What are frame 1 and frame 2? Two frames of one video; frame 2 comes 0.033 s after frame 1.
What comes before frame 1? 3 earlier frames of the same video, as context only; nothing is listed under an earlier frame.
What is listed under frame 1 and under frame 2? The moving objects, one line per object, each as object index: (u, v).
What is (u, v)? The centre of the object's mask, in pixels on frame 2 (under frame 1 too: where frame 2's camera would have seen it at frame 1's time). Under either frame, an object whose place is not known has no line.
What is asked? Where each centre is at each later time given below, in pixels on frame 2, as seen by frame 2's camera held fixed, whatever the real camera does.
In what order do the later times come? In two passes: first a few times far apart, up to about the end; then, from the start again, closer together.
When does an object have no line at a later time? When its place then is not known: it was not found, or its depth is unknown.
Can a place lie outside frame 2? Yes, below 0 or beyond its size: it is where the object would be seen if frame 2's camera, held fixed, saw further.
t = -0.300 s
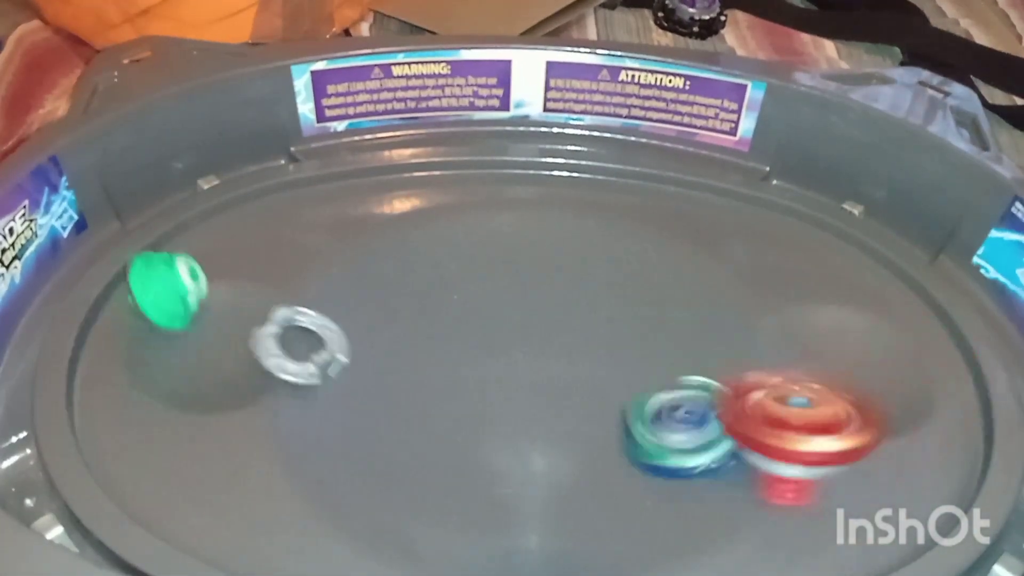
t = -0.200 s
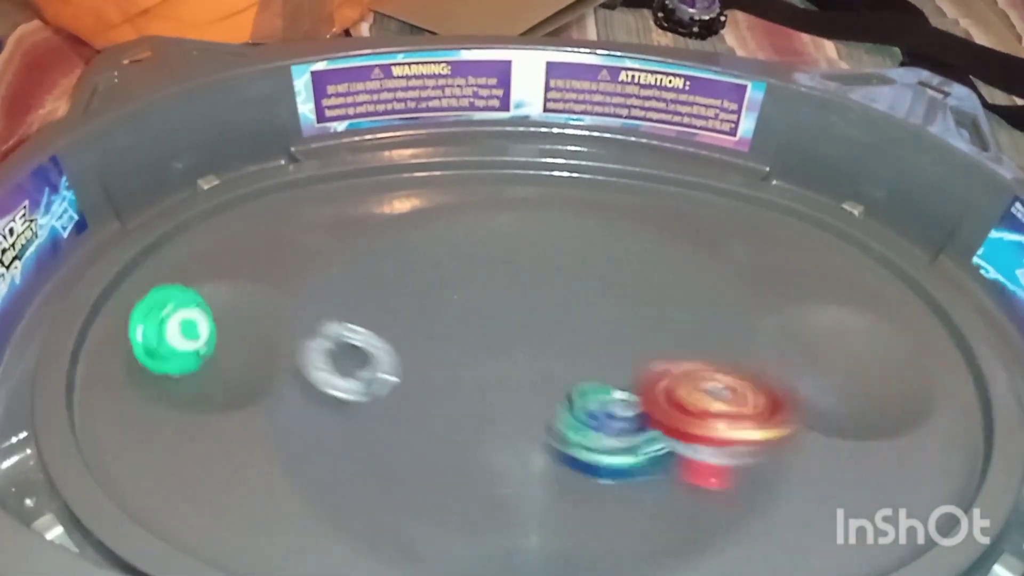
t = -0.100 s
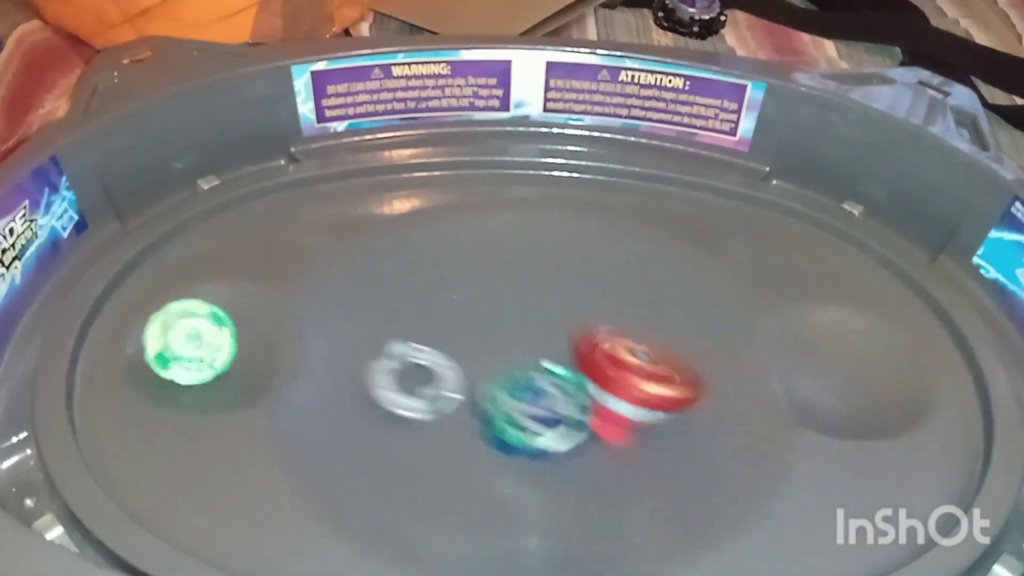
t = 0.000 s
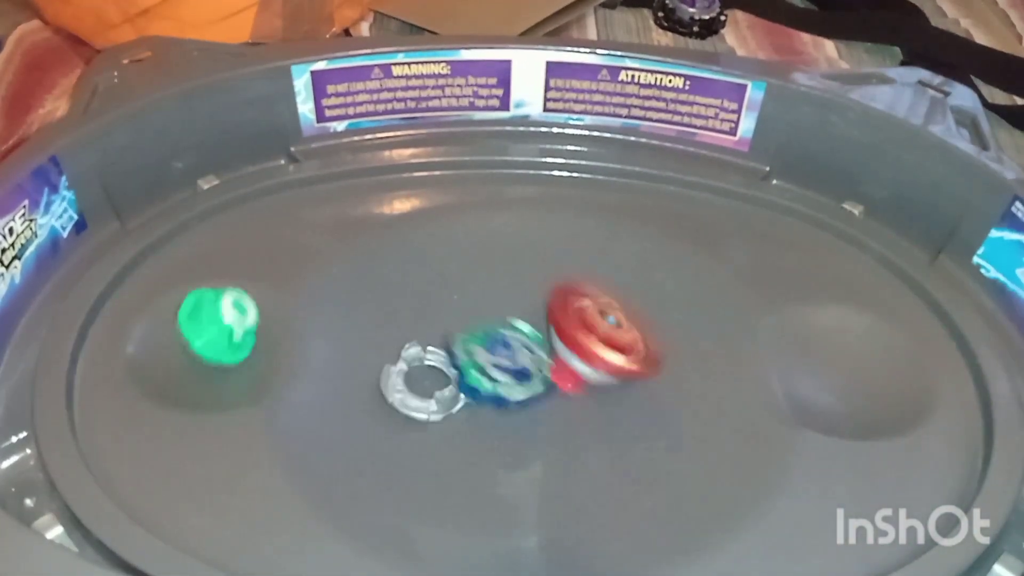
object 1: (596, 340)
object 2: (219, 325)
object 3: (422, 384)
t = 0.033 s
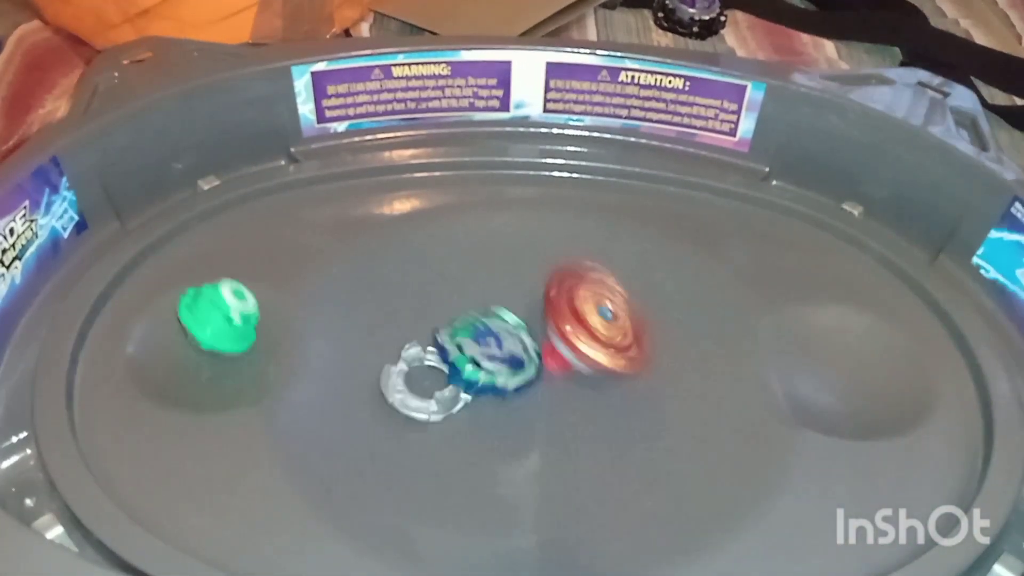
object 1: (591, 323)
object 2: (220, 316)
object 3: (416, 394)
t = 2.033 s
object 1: (571, 361)
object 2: (213, 342)
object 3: (436, 378)
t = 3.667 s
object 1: (550, 360)
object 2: (224, 333)
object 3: (444, 363)
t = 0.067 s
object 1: (584, 310)
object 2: (217, 312)
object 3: (417, 395)
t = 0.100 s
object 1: (584, 297)
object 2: (214, 310)
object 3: (417, 395)
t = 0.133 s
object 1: (580, 287)
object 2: (214, 310)
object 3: (417, 395)
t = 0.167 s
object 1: (578, 277)
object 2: (217, 312)
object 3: (417, 395)
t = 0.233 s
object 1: (575, 266)
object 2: (221, 325)
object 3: (417, 395)
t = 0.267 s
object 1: (576, 262)
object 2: (215, 335)
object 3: (417, 395)
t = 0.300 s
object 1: (577, 262)
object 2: (206, 341)
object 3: (418, 395)
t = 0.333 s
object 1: (583, 261)
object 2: (199, 343)
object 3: (417, 395)
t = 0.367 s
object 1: (588, 266)
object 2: (193, 344)
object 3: (417, 395)
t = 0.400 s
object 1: (596, 274)
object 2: (191, 344)
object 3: (418, 395)
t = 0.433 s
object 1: (598, 285)
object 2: (192, 344)
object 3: (419, 396)
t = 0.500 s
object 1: (595, 310)
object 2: (204, 342)
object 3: (417, 395)
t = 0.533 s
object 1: (592, 322)
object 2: (213, 337)
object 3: (418, 395)
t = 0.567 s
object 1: (587, 333)
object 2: (220, 329)
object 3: (417, 395)
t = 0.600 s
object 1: (584, 342)
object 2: (223, 321)
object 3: (419, 395)
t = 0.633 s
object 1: (576, 354)
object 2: (222, 316)
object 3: (419, 396)
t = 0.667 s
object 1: (568, 366)
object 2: (220, 314)
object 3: (421, 396)
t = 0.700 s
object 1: (556, 380)
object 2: (220, 313)
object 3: (427, 387)
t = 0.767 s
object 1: (537, 405)
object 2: (223, 320)
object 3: (428, 386)
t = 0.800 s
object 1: (526, 414)
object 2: (223, 327)
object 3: (425, 385)
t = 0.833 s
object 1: (516, 415)
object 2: (218, 334)
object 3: (414, 388)
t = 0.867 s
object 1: (508, 420)
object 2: (211, 340)
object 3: (411, 382)
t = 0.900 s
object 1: (499, 421)
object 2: (205, 343)
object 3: (412, 382)
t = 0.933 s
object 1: (493, 420)
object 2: (200, 344)
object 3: (412, 383)
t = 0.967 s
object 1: (490, 417)
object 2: (198, 344)
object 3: (412, 384)
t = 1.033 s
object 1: (489, 401)
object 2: (202, 344)
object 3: (412, 383)
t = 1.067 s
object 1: (495, 397)
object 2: (208, 342)
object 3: (412, 384)
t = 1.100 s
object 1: (502, 393)
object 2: (215, 338)
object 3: (413, 385)
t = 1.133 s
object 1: (517, 397)
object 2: (221, 332)
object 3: (424, 378)
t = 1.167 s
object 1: (524, 389)
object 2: (225, 325)
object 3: (415, 381)
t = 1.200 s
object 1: (542, 380)
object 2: (225, 320)
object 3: (429, 379)
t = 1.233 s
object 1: (555, 381)
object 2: (224, 317)
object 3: (430, 379)
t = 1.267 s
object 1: (565, 381)
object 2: (223, 316)
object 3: (430, 379)
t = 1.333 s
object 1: (593, 379)
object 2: (225, 320)
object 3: (430, 379)
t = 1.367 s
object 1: (598, 381)
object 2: (225, 325)
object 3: (430, 379)
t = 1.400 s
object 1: (600, 382)
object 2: (222, 332)
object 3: (430, 379)
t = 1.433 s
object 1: (606, 385)
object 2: (216, 338)
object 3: (430, 379)
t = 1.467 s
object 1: (607, 390)
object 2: (210, 342)
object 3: (430, 379)
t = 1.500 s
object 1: (607, 397)
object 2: (206, 343)
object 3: (430, 379)
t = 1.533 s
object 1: (605, 398)
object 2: (203, 344)
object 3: (430, 379)
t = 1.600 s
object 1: (591, 400)
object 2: (205, 344)
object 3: (430, 379)
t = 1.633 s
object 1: (582, 395)
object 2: (209, 342)
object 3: (430, 379)
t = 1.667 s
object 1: (576, 385)
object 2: (214, 340)
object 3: (430, 379)
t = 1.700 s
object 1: (569, 373)
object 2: (220, 334)
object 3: (430, 379)
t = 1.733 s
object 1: (563, 363)
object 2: (224, 328)
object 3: (430, 379)
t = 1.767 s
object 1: (569, 357)
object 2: (226, 323)
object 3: (433, 379)
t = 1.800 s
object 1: (575, 349)
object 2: (226, 320)
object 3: (434, 379)
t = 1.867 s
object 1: (577, 340)
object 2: (226, 319)
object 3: (435, 379)
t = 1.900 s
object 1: (579, 342)
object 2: (227, 322)
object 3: (435, 379)
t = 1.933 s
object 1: (575, 344)
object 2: (225, 327)
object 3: (435, 379)
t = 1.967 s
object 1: (573, 346)
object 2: (223, 333)
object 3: (435, 379)
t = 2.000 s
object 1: (571, 350)
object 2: (218, 338)
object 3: (436, 378)
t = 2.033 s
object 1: (571, 361)
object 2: (213, 342)
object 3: (436, 378)
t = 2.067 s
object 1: (577, 378)
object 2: (209, 343)
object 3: (437, 378)
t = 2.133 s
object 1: (568, 400)
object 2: (206, 344)
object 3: (437, 379)
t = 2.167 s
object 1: (557, 407)
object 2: (209, 343)
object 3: (437, 379)
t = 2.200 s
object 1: (542, 410)
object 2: (213, 341)
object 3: (435, 379)
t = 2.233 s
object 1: (531, 409)
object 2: (217, 338)
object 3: (434, 379)
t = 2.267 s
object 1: (515, 404)
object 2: (221, 334)
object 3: (432, 379)
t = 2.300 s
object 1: (508, 395)
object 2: (224, 329)
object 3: (432, 379)
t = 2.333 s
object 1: (506, 382)
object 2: (226, 325)
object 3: (417, 382)
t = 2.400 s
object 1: (512, 380)
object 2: (226, 321)
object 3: (431, 364)
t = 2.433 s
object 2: (226, 322)
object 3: (434, 362)
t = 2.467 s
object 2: (226, 325)
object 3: (436, 361)
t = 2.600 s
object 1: (532, 334)
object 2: (214, 340)
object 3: (440, 361)
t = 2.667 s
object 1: (532, 331)
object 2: (210, 343)
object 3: (440, 361)
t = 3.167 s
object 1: (525, 397)
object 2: (216, 340)
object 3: (439, 361)
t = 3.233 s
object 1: (512, 400)
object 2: (212, 342)
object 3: (420, 359)
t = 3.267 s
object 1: (510, 400)
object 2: (212, 342)
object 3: (421, 361)
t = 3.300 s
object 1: (512, 400)
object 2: (212, 343)
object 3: (421, 360)
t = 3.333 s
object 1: (517, 399)
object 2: (213, 342)
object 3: (437, 360)
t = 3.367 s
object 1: (524, 397)
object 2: (215, 341)
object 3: (439, 361)
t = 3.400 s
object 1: (531, 394)
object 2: (217, 339)
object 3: (441, 362)
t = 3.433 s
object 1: (538, 389)
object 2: (220, 336)
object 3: (443, 362)
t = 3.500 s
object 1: (546, 376)
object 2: (226, 330)
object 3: (443, 363)
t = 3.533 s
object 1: (548, 372)
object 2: (226, 328)
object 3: (443, 363)
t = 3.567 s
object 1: (549, 368)
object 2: (227, 327)
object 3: (444, 363)
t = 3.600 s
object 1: (550, 365)
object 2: (226, 328)
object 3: (444, 363)
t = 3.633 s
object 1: (550, 362)
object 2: (226, 330)
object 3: (444, 363)
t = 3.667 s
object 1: (550, 360)
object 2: (224, 333)
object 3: (444, 363)
